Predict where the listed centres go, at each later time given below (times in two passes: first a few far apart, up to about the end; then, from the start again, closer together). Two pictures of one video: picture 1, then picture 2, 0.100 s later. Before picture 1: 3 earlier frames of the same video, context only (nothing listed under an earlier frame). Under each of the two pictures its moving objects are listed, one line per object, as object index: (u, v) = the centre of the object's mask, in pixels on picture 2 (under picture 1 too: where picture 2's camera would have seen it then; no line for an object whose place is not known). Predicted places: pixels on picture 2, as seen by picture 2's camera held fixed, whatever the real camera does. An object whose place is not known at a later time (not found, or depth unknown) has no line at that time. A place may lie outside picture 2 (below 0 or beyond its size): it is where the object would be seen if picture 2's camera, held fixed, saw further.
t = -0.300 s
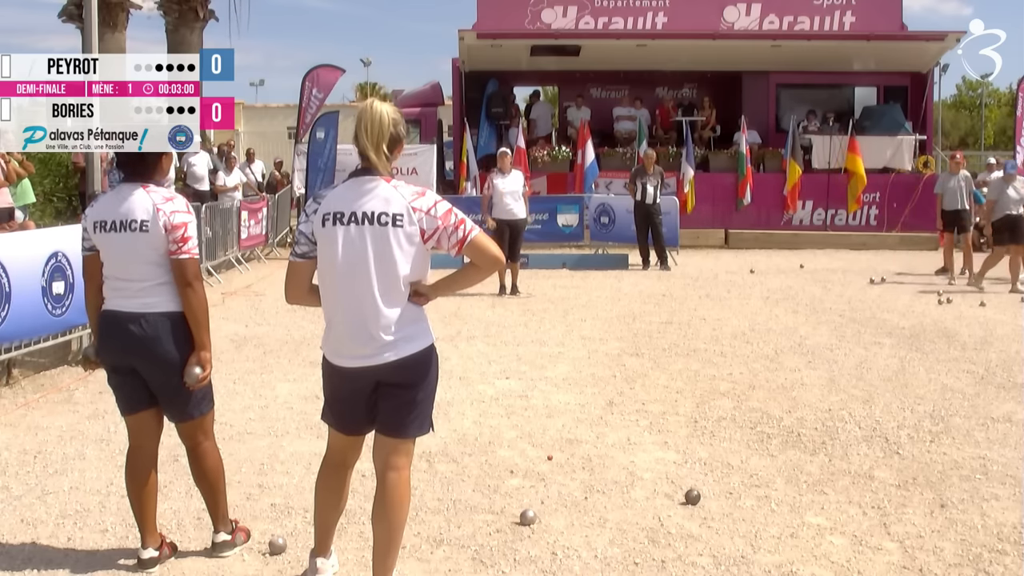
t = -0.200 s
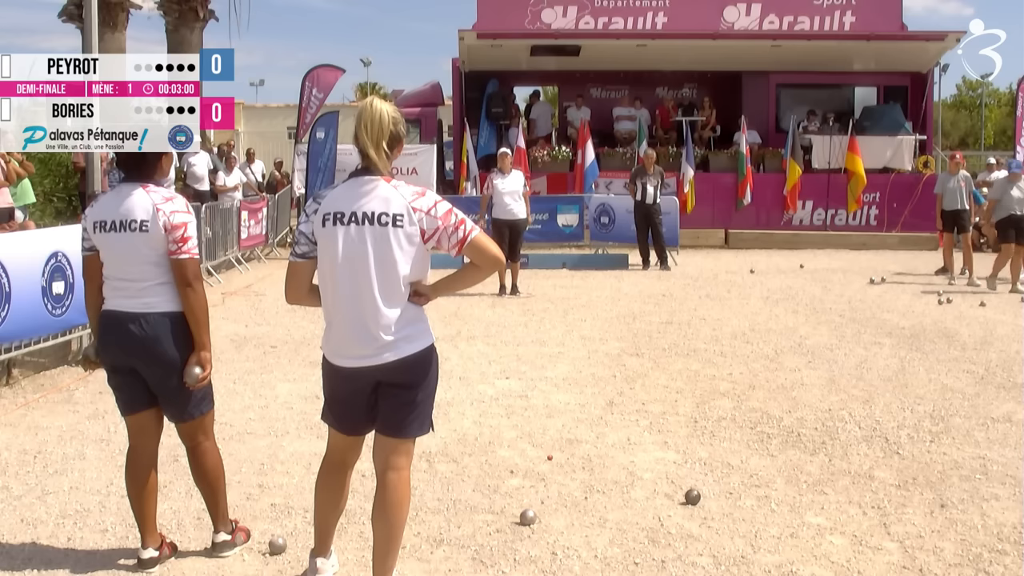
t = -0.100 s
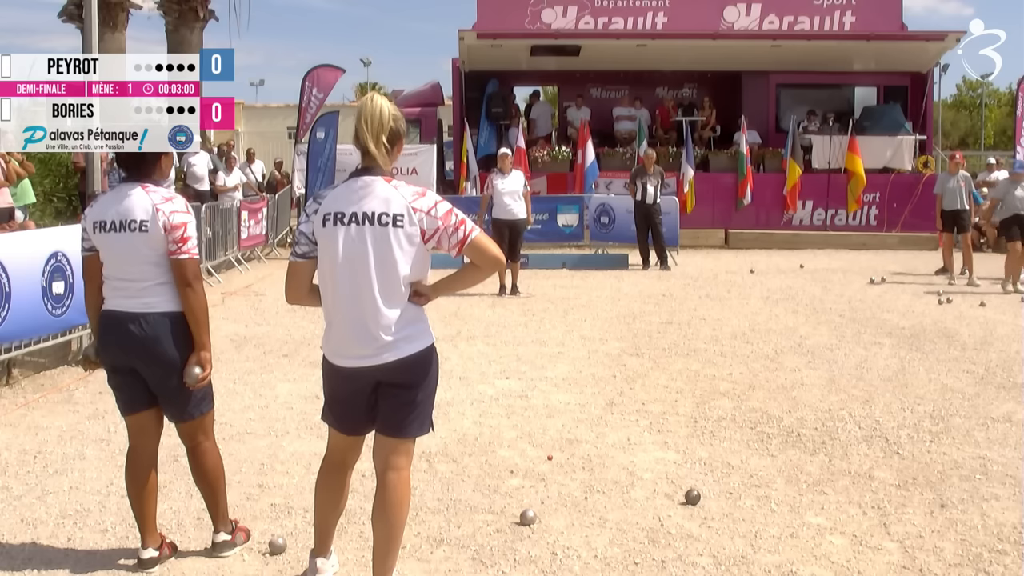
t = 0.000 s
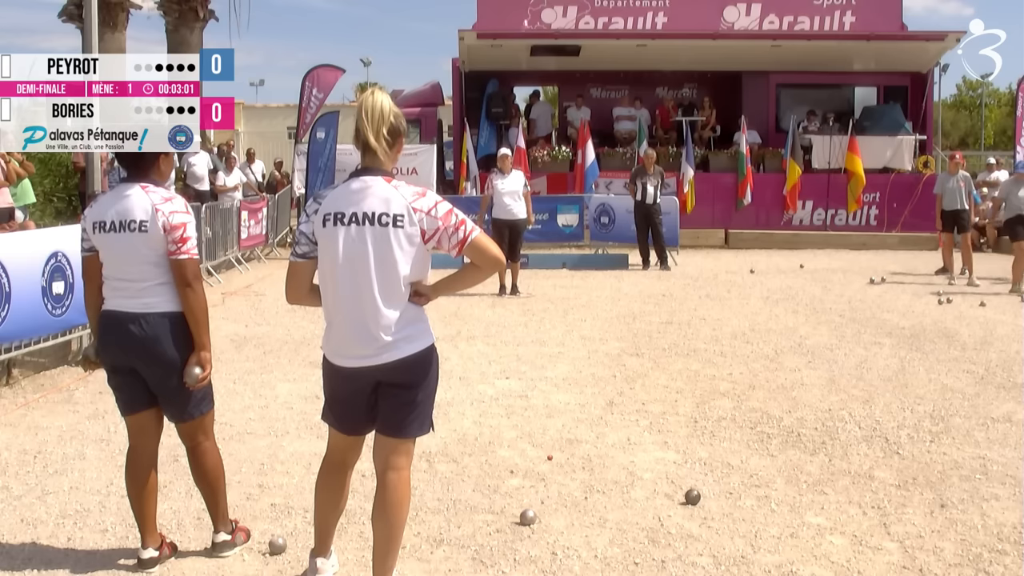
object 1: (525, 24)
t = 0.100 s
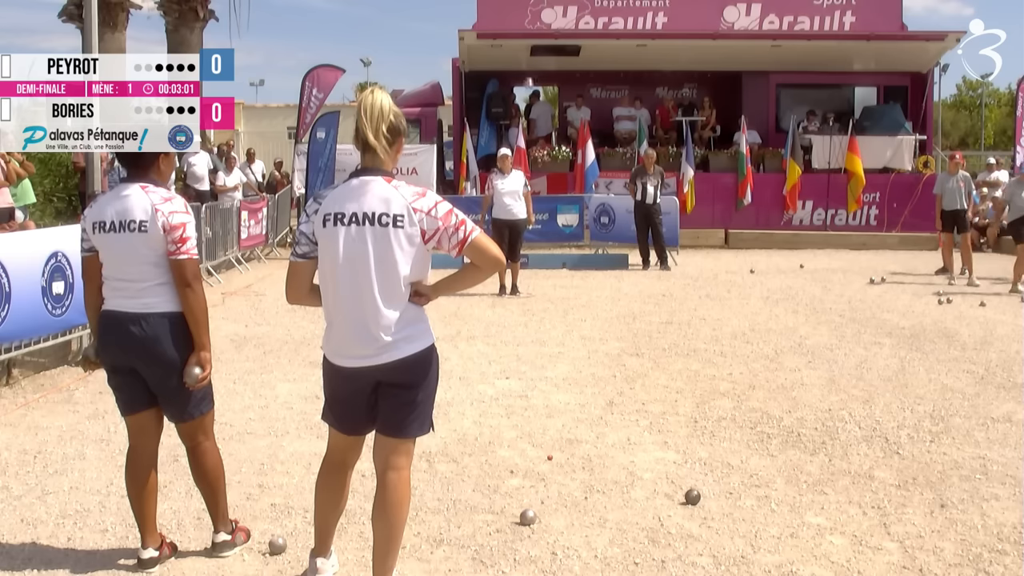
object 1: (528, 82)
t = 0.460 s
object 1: (547, 403)
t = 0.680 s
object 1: (558, 420)
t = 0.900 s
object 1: (572, 433)
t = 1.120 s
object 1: (585, 445)
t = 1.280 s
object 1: (592, 452)
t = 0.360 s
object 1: (541, 333)
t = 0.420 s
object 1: (545, 406)
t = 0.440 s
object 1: (545, 405)
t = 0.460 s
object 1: (547, 403)
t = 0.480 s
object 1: (548, 402)
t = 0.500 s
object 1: (549, 402)
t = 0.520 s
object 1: (550, 402)
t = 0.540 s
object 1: (551, 403)
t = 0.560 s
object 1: (552, 404)
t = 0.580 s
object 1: (554, 407)
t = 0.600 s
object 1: (555, 410)
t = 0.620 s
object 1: (556, 414)
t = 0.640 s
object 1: (557, 418)
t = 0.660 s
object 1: (558, 419)
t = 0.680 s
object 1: (558, 420)
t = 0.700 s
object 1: (559, 421)
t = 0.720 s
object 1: (560, 422)
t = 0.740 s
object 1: (561, 422)
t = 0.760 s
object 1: (563, 422)
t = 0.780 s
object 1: (564, 423)
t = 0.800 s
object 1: (566, 424)
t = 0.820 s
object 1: (567, 427)
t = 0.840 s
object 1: (568, 429)
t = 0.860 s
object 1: (569, 431)
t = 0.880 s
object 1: (571, 431)
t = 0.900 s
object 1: (572, 433)
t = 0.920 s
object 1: (574, 434)
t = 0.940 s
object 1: (575, 433)
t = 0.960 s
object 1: (576, 434)
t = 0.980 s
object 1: (576, 435)
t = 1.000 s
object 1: (578, 436)
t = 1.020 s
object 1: (579, 439)
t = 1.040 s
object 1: (580, 441)
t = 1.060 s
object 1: (581, 441)
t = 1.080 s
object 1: (583, 442)
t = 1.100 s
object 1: (584, 443)
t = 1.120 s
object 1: (585, 445)
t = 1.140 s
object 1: (586, 446)
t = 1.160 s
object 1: (587, 446)
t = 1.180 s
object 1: (588, 446)
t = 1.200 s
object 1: (588, 446)
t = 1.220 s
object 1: (589, 447)
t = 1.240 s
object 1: (590, 449)
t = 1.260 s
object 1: (591, 451)
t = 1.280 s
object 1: (592, 452)
